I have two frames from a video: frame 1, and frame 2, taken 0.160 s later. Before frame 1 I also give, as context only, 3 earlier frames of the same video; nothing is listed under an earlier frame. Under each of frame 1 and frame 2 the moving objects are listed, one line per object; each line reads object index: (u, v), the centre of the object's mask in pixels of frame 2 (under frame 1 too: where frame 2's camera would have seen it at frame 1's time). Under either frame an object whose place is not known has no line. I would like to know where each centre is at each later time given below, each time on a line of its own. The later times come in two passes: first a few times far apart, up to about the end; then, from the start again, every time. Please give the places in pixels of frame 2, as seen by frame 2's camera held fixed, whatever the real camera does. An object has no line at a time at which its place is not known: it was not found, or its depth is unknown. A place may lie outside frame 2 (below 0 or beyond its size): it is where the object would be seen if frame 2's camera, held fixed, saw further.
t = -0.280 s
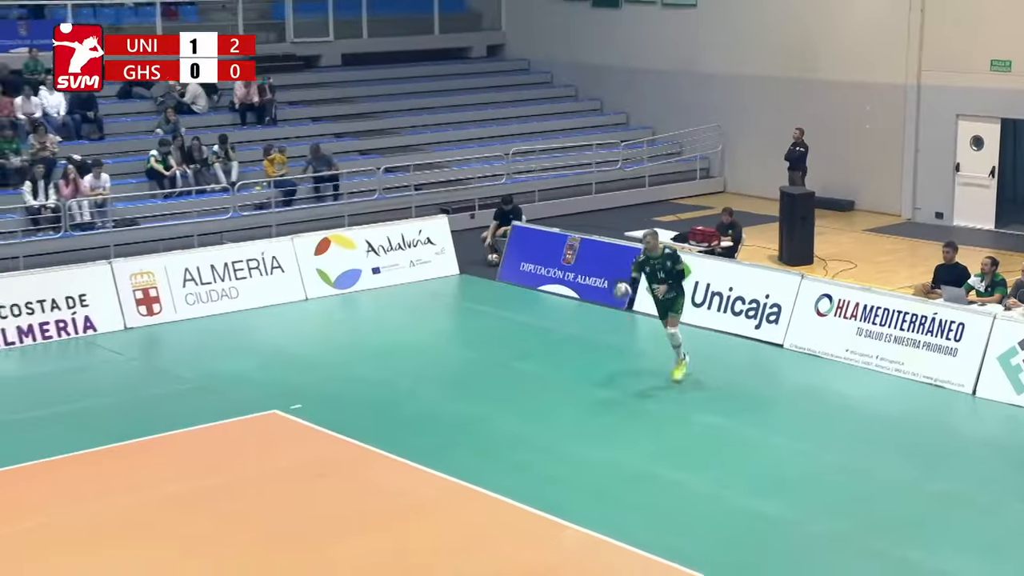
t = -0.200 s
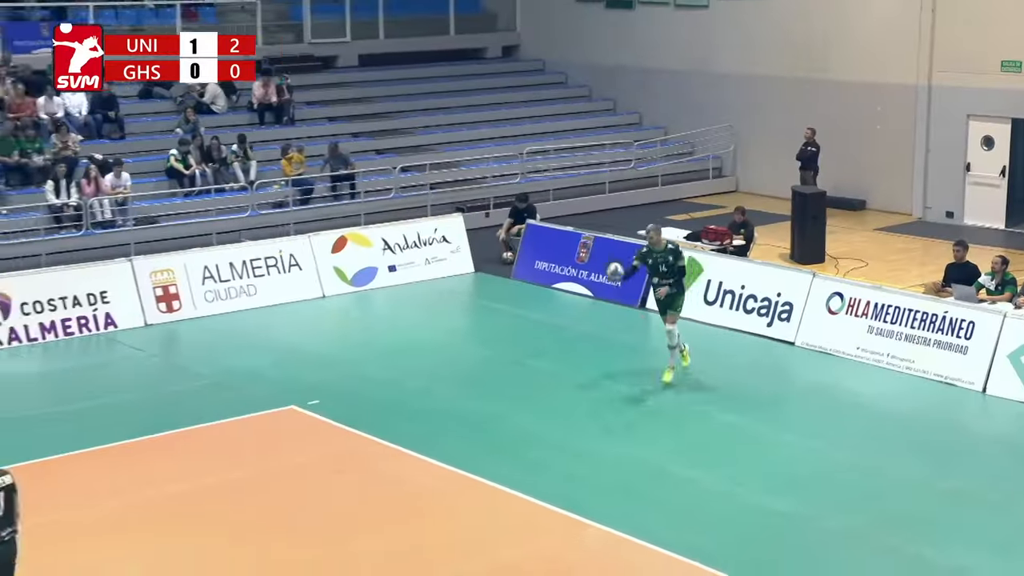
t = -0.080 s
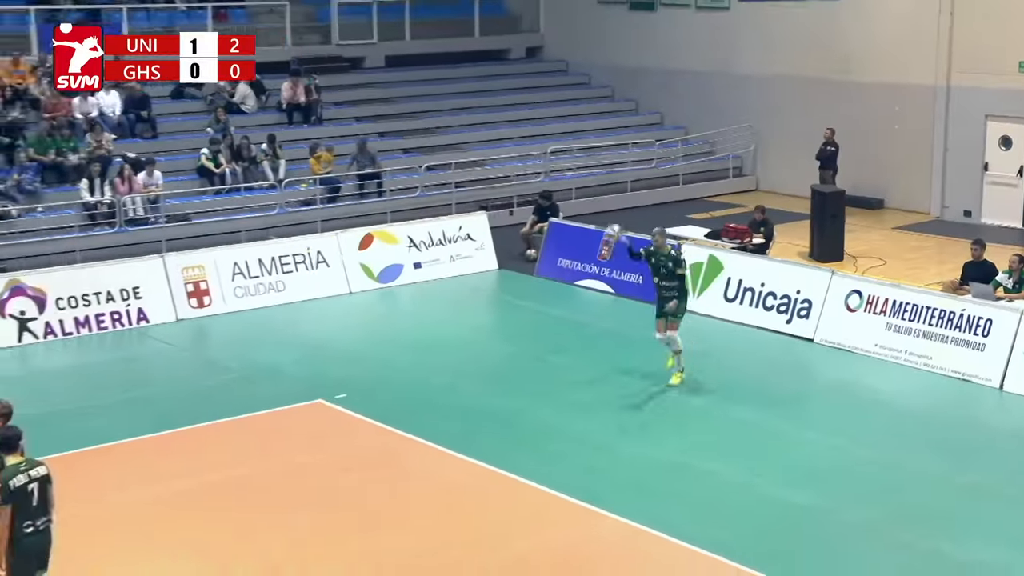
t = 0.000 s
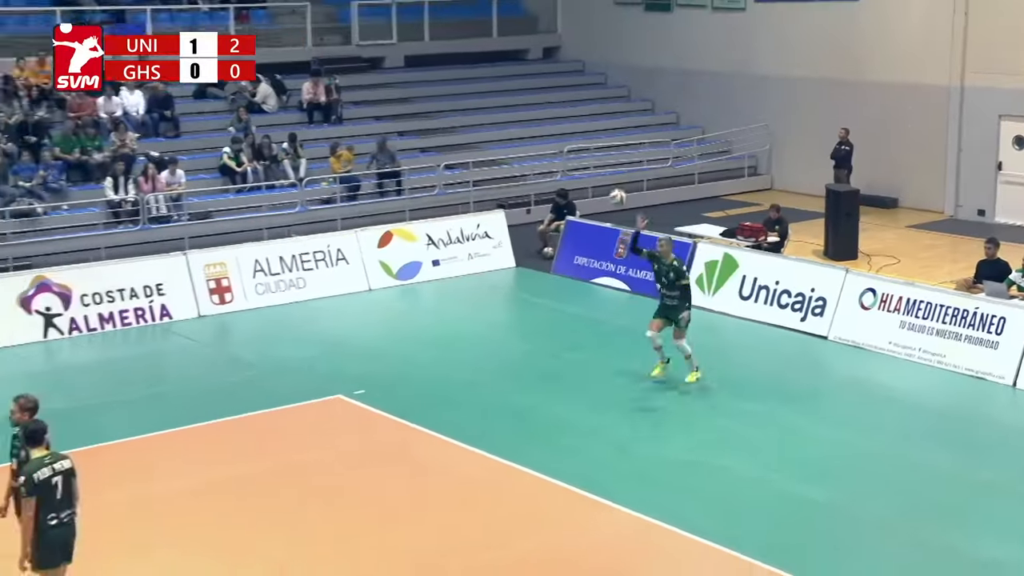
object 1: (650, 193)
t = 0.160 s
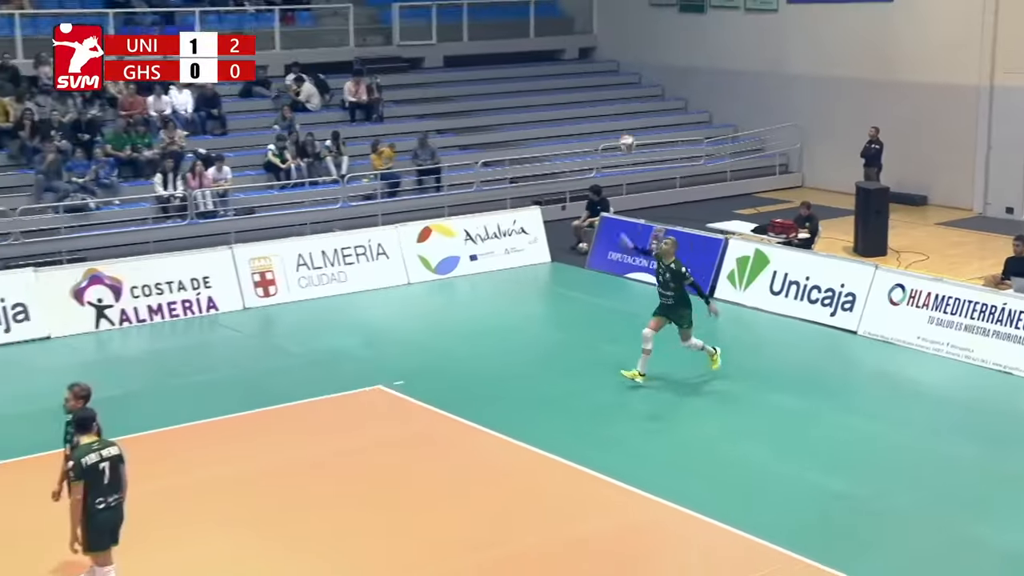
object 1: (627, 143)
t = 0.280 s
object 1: (608, 118)
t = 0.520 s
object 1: (572, 103)
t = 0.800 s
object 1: (525, 147)
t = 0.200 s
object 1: (621, 134)
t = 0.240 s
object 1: (615, 125)
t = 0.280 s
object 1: (608, 118)
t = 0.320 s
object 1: (603, 112)
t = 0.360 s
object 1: (596, 109)
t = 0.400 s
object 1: (591, 104)
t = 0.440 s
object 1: (583, 102)
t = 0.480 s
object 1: (577, 102)
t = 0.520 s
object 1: (572, 103)
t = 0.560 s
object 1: (565, 105)
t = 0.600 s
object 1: (558, 110)
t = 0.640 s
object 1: (552, 113)
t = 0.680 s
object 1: (545, 120)
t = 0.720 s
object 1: (539, 128)
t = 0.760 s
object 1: (532, 136)
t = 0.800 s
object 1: (525, 147)
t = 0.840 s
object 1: (518, 157)
